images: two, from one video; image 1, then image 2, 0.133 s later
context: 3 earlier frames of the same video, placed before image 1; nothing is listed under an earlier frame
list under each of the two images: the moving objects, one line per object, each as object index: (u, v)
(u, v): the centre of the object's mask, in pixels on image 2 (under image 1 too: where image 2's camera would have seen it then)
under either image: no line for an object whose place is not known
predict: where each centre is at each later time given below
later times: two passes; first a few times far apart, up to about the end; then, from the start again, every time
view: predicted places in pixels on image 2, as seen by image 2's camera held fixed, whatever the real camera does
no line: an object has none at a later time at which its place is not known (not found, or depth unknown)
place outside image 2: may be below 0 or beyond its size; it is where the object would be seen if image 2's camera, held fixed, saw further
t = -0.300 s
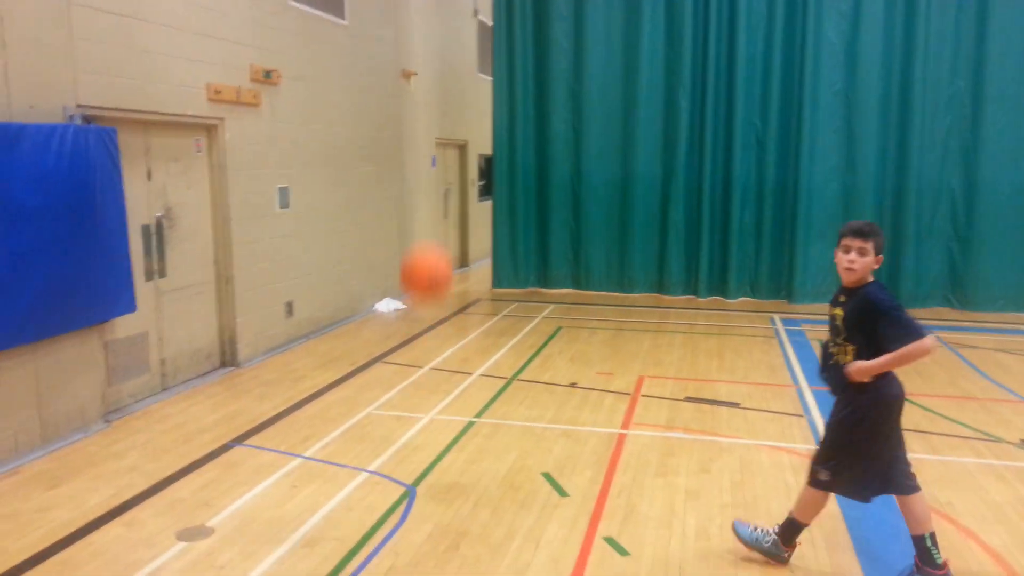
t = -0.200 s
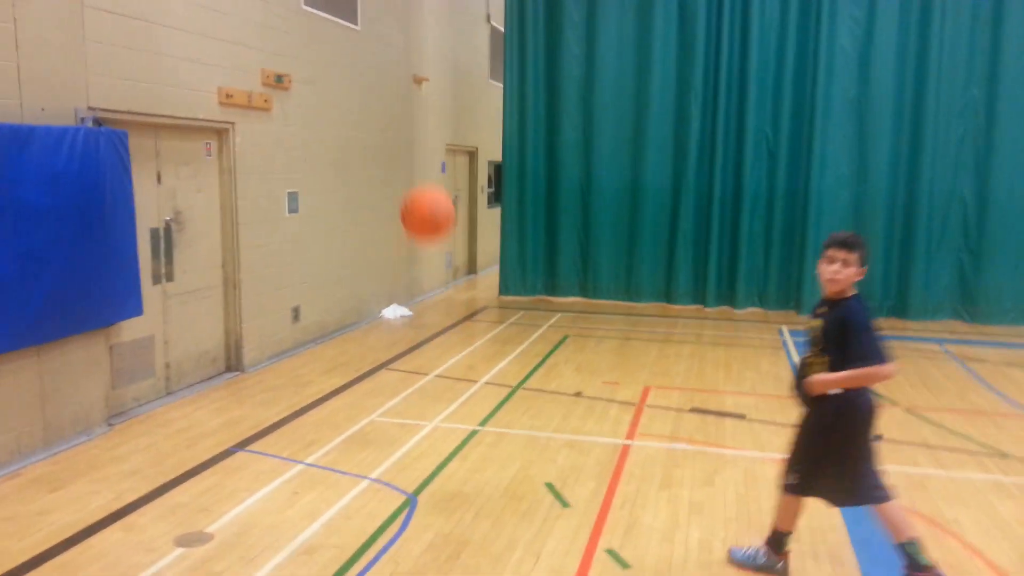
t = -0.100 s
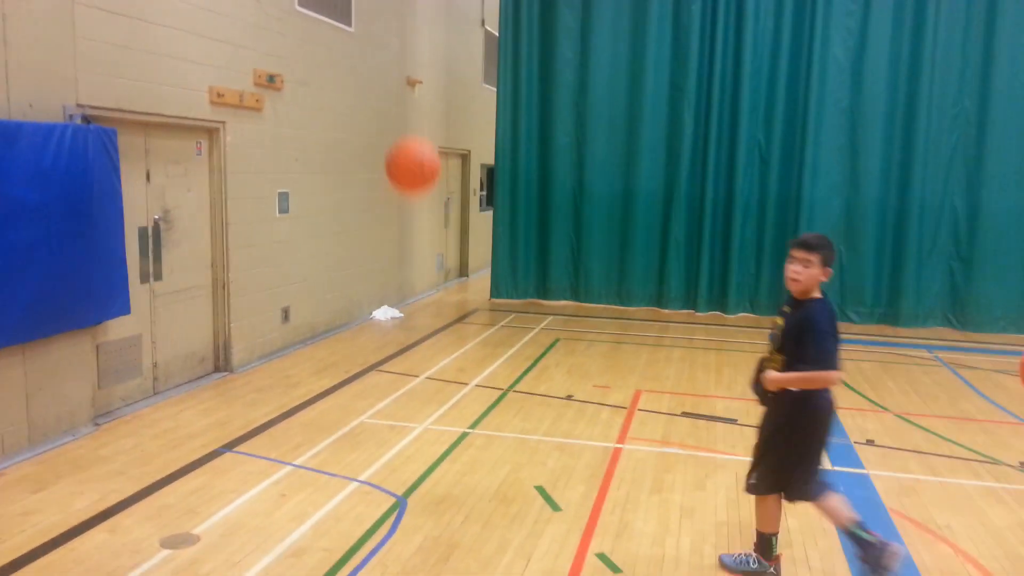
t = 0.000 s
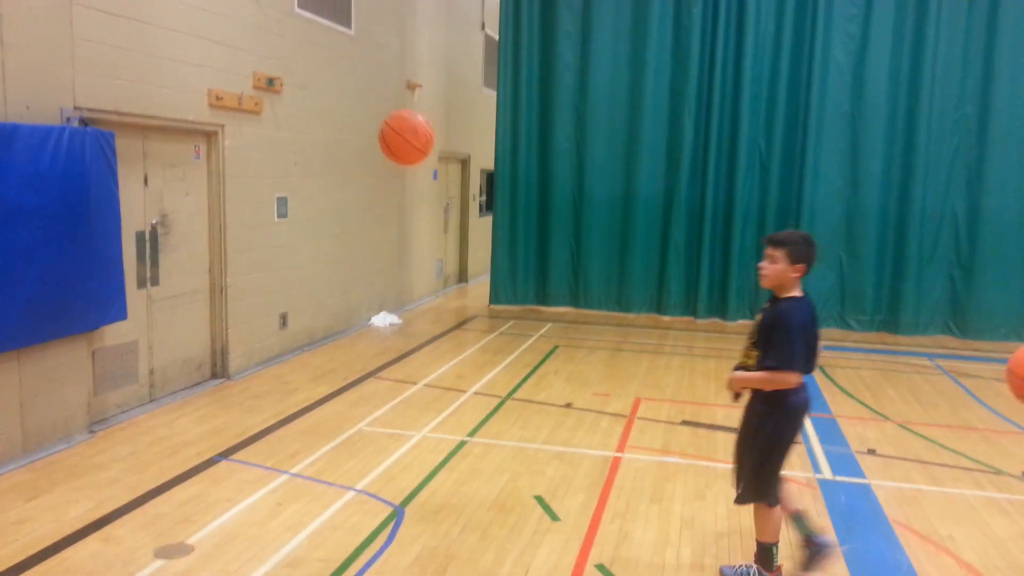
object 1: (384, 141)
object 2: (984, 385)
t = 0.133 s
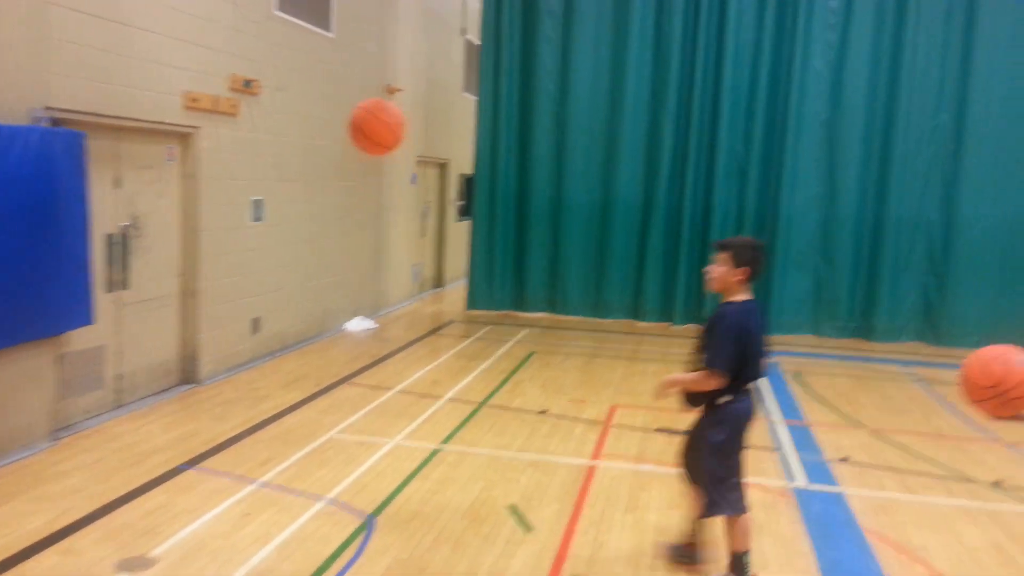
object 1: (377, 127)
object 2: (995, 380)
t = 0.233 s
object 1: (368, 139)
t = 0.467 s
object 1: (349, 243)
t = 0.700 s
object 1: (335, 437)
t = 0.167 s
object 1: (373, 128)
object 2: (994, 379)
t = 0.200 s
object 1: (371, 132)
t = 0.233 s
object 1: (368, 139)
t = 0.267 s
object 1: (366, 148)
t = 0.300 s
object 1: (362, 157)
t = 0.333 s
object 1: (359, 170)
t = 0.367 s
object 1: (358, 186)
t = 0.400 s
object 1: (354, 204)
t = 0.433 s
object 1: (351, 223)
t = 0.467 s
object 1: (349, 243)
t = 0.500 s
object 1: (348, 267)
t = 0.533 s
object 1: (346, 290)
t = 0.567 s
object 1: (344, 315)
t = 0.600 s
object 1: (340, 345)
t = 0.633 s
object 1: (339, 369)
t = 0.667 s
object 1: (338, 404)
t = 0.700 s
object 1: (335, 437)
